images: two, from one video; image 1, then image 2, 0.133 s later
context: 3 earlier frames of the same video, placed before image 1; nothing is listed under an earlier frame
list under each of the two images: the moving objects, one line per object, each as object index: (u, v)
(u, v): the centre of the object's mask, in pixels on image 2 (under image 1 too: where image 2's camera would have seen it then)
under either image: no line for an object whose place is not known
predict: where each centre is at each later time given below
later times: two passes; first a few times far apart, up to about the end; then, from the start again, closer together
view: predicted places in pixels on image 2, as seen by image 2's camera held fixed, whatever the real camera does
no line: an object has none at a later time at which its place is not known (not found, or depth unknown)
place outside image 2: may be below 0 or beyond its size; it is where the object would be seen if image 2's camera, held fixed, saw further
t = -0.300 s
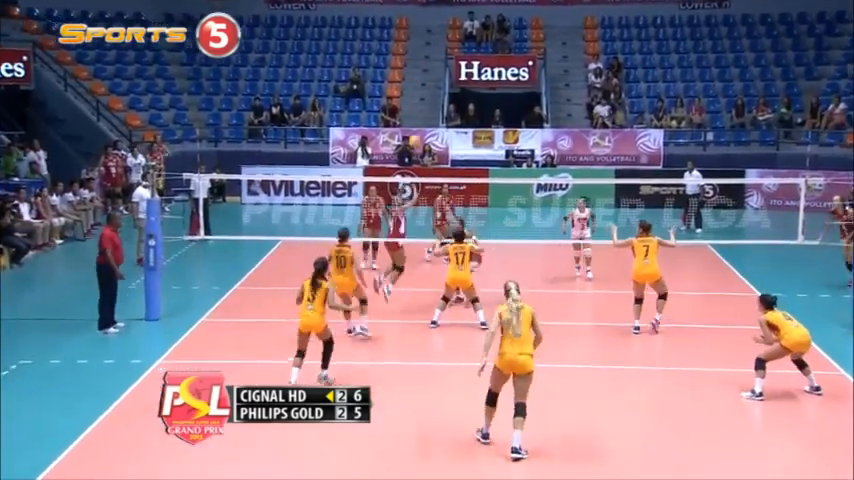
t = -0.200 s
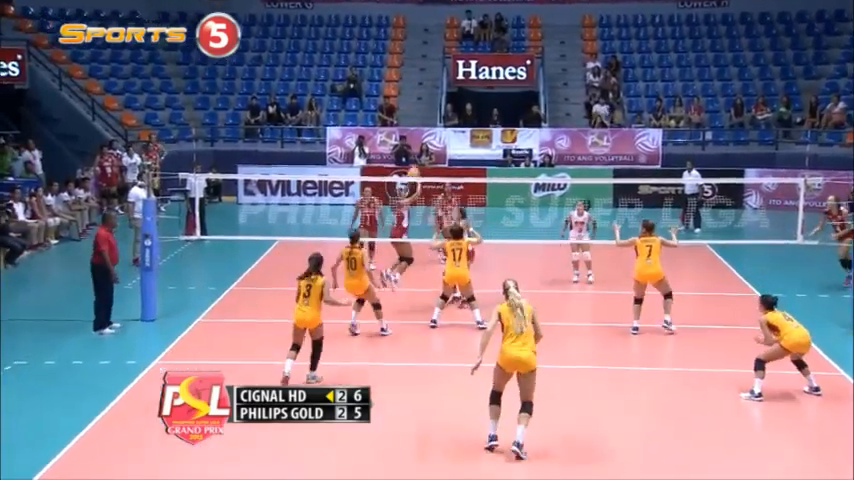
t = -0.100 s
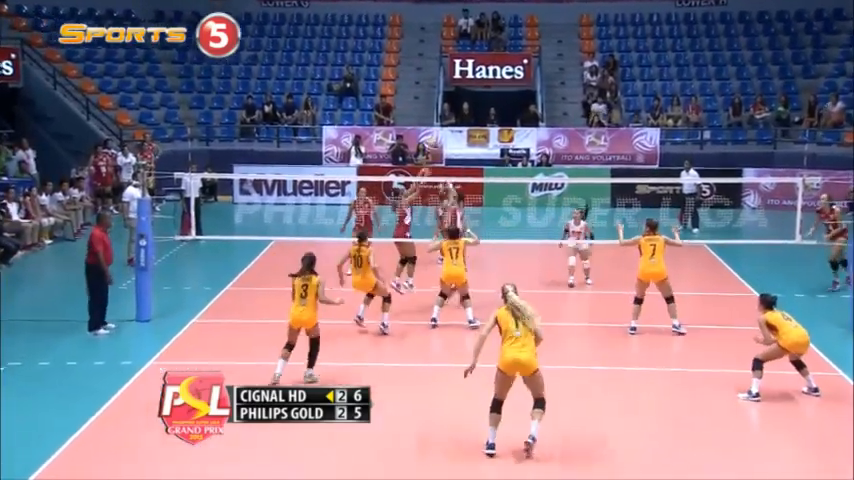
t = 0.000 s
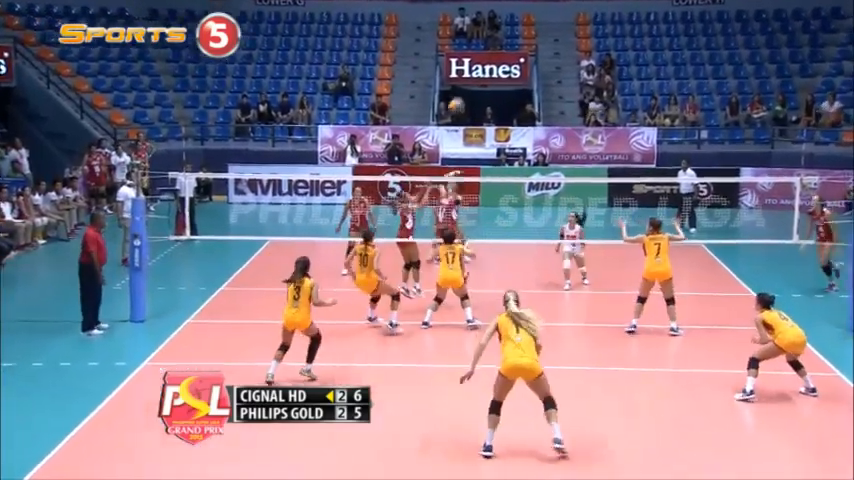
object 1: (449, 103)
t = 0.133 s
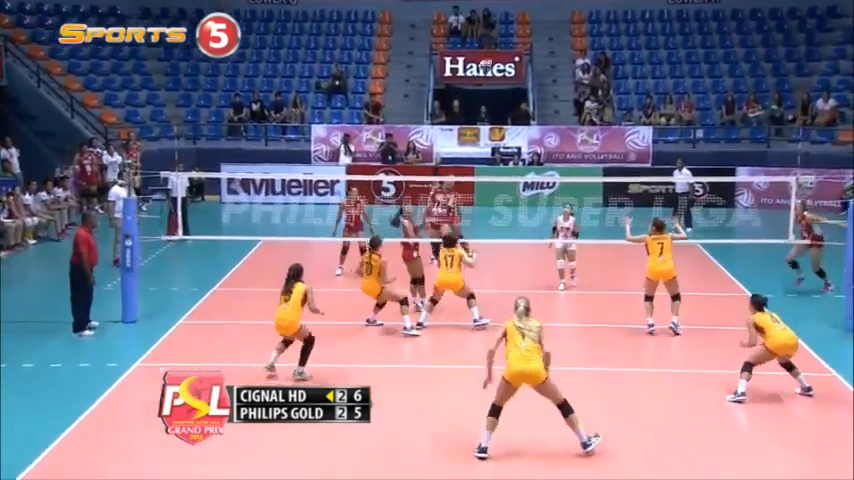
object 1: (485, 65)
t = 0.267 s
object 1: (522, 39)
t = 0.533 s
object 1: (591, 21)
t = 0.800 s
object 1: (656, 50)
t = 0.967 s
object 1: (695, 90)
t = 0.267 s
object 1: (522, 39)
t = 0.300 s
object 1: (530, 34)
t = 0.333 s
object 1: (539, 30)
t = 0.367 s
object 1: (548, 27)
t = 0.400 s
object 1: (557, 24)
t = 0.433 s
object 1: (565, 22)
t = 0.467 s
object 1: (573, 21)
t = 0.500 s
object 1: (582, 21)
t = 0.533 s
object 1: (591, 21)
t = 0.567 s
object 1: (599, 22)
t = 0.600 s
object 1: (608, 24)
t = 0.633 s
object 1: (616, 26)
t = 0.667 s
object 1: (624, 29)
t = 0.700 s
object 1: (632, 33)
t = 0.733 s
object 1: (640, 38)
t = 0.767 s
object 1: (648, 43)
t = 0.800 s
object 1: (656, 50)
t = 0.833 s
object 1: (664, 56)
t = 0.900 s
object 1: (680, 72)
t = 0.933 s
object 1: (687, 81)
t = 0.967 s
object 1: (695, 90)
